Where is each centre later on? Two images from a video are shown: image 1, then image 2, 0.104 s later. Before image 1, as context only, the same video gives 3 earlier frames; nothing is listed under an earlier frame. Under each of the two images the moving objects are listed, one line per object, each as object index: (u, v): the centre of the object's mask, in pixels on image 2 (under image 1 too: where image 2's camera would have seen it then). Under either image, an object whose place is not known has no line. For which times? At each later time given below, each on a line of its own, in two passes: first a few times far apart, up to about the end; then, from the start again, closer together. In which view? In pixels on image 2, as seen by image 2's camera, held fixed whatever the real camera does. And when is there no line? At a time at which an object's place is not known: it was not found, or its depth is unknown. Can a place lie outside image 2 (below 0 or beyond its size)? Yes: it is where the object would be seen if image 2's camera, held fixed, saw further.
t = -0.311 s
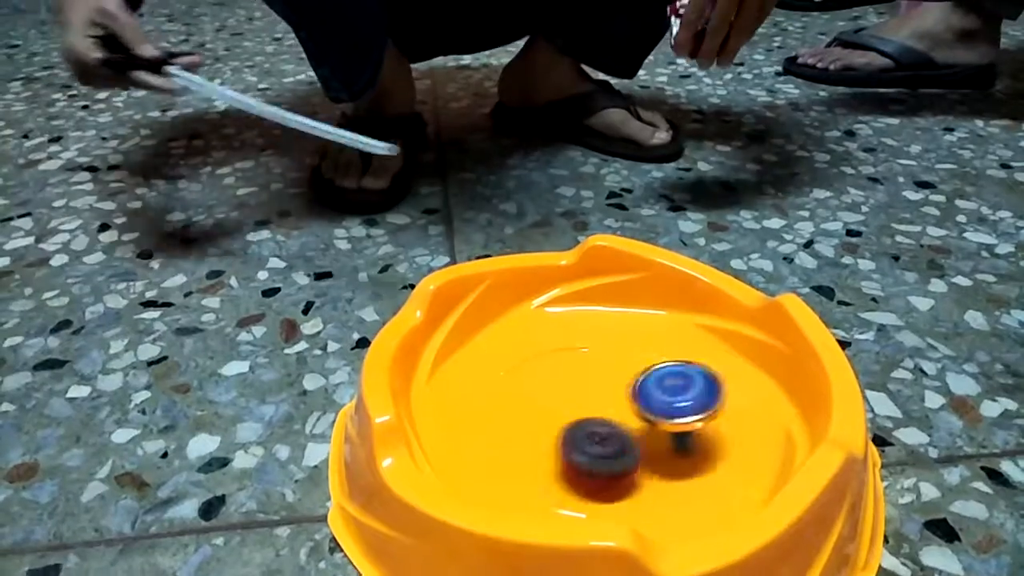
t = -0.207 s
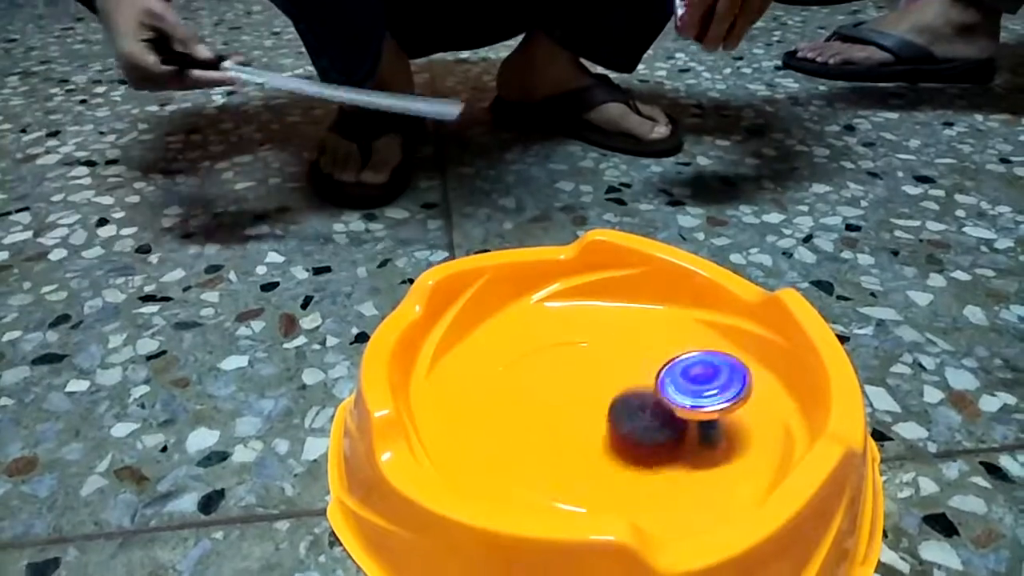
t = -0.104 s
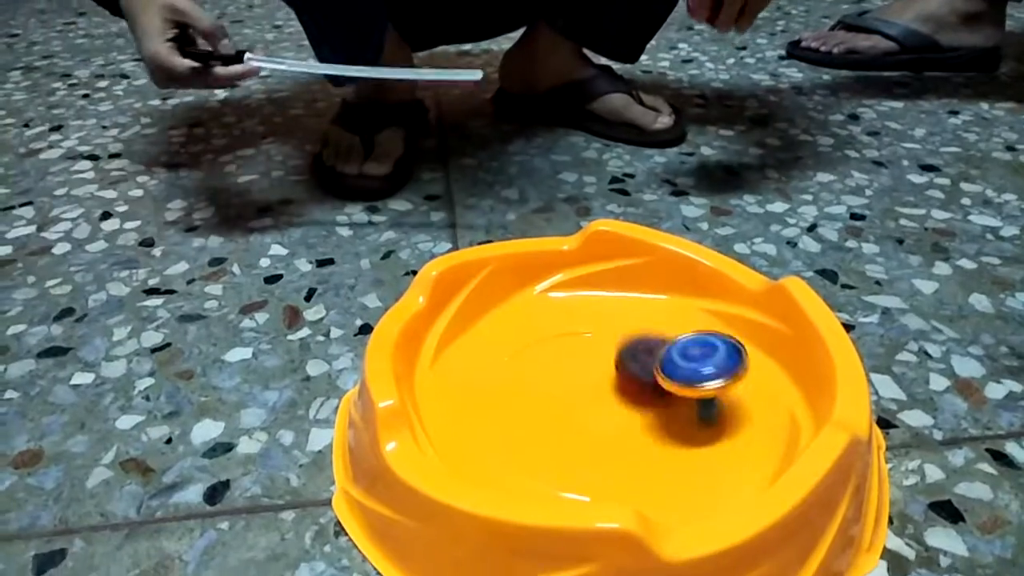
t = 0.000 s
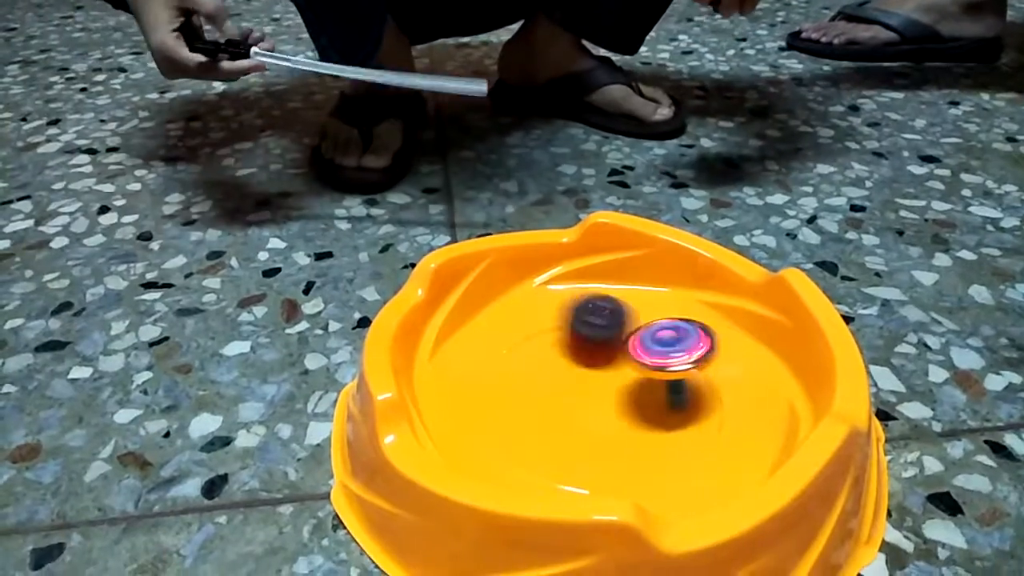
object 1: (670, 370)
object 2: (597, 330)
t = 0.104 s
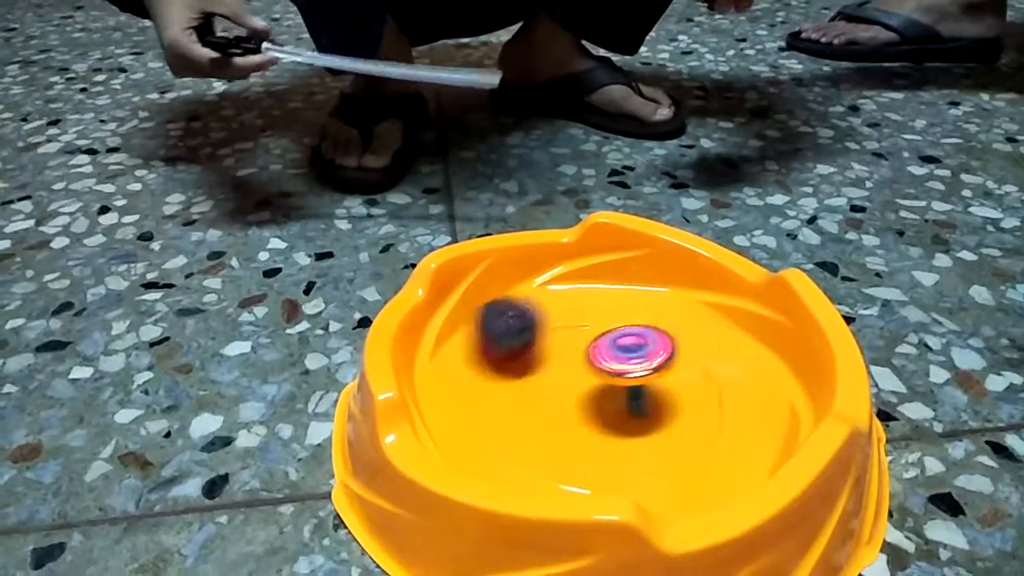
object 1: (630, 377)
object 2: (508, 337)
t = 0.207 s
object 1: (585, 391)
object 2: (474, 383)
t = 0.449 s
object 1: (607, 379)
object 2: (668, 462)
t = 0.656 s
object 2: (662, 327)
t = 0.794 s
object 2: (521, 303)
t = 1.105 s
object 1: (555, 372)
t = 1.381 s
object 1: (635, 370)
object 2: (696, 319)
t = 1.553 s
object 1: (647, 355)
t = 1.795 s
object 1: (618, 338)
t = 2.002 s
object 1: (607, 357)
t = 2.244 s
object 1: (687, 387)
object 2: (638, 306)
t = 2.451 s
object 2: (499, 342)
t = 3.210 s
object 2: (599, 332)
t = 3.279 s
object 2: (559, 347)
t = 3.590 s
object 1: (535, 332)
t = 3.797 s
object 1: (532, 367)
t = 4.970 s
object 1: (650, 345)
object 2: (645, 436)
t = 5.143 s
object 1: (600, 358)
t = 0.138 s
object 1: (614, 382)
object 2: (487, 350)
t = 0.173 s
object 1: (599, 387)
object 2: (475, 364)
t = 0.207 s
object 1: (585, 391)
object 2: (474, 383)
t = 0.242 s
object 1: (573, 393)
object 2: (482, 401)
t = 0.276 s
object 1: (566, 395)
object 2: (499, 420)
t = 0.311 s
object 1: (568, 389)
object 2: (525, 439)
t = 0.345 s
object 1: (575, 374)
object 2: (550, 451)
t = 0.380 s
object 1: (585, 383)
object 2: (587, 458)
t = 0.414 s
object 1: (597, 377)
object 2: (631, 464)
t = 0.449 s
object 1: (607, 379)
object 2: (668, 462)
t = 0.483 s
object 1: (612, 391)
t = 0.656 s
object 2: (662, 327)
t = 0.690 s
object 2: (626, 308)
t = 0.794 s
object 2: (521, 303)
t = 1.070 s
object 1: (548, 367)
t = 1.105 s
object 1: (555, 372)
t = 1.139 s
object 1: (565, 377)
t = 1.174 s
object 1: (577, 380)
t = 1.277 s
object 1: (613, 379)
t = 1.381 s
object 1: (635, 370)
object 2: (696, 319)
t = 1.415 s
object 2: (661, 299)
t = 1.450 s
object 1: (642, 368)
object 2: (619, 293)
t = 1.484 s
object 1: (645, 363)
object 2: (585, 296)
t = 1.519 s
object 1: (646, 360)
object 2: (552, 296)
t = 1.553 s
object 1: (647, 355)
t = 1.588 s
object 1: (645, 352)
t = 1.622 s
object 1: (642, 347)
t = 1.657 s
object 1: (639, 343)
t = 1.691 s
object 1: (635, 341)
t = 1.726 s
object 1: (631, 338)
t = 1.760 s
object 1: (625, 338)
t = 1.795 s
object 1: (618, 338)
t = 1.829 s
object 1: (611, 339)
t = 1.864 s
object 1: (605, 340)
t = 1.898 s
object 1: (600, 343)
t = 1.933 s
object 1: (600, 347)
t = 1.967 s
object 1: (601, 352)
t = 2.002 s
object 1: (607, 357)
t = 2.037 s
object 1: (615, 364)
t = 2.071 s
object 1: (625, 372)
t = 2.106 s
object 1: (636, 378)
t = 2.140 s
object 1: (648, 382)
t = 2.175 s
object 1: (662, 385)
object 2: (696, 315)
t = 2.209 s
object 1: (675, 387)
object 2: (668, 306)
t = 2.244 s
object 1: (687, 387)
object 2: (638, 306)
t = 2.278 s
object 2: (608, 303)
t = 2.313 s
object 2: (578, 305)
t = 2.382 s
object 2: (531, 317)
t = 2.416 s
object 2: (514, 329)
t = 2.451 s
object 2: (499, 342)
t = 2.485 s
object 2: (489, 360)
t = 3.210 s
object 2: (599, 332)
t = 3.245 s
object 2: (579, 338)
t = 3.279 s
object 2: (559, 347)
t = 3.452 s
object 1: (582, 336)
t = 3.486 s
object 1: (567, 331)
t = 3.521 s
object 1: (554, 330)
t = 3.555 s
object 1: (544, 330)
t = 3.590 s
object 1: (535, 332)
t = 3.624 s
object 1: (529, 334)
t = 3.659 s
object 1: (525, 338)
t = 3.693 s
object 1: (524, 344)
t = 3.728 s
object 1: (523, 352)
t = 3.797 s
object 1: (532, 367)
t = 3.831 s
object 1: (539, 373)
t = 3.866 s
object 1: (549, 377)
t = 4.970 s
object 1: (650, 345)
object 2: (645, 436)
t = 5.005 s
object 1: (636, 346)
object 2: (646, 435)
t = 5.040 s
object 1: (624, 348)
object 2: (646, 433)
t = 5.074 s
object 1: (617, 343)
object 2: (646, 433)
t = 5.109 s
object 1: (607, 350)
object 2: (646, 431)
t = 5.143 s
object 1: (600, 358)
